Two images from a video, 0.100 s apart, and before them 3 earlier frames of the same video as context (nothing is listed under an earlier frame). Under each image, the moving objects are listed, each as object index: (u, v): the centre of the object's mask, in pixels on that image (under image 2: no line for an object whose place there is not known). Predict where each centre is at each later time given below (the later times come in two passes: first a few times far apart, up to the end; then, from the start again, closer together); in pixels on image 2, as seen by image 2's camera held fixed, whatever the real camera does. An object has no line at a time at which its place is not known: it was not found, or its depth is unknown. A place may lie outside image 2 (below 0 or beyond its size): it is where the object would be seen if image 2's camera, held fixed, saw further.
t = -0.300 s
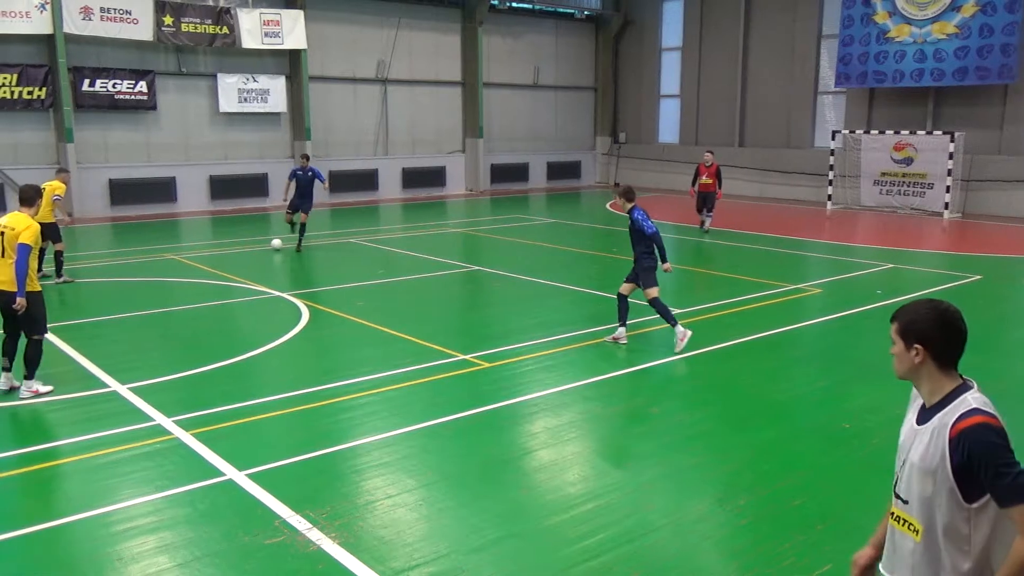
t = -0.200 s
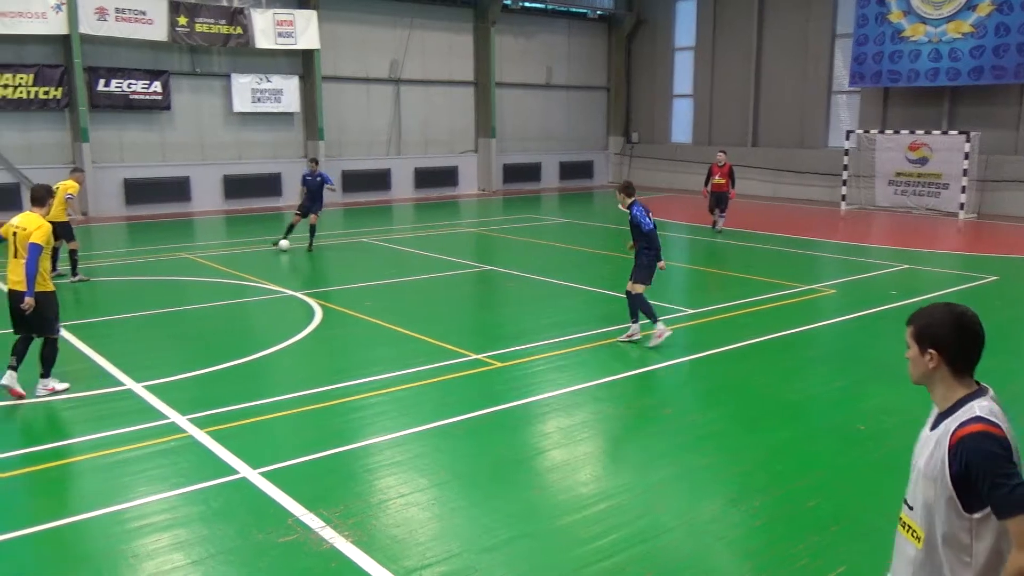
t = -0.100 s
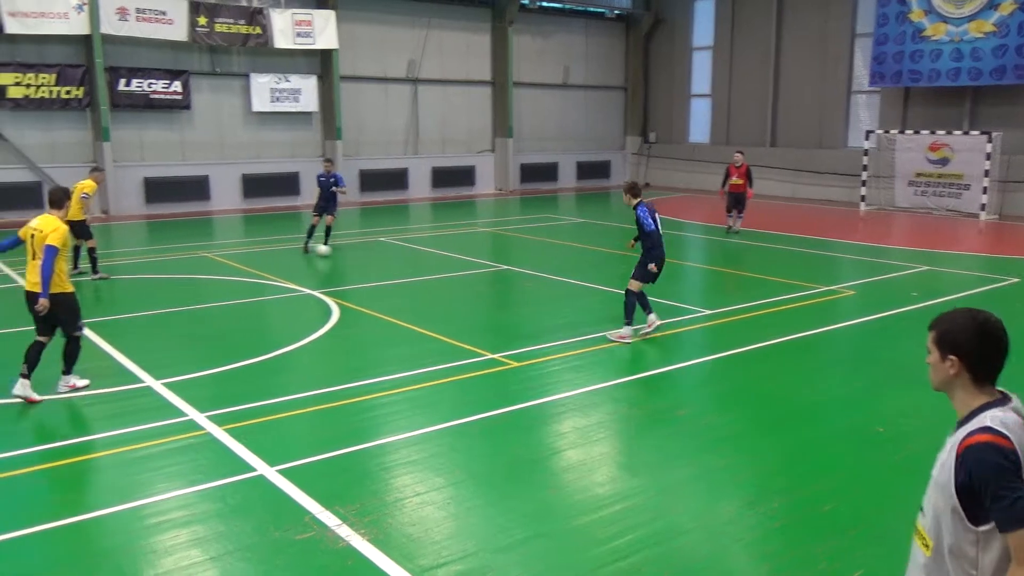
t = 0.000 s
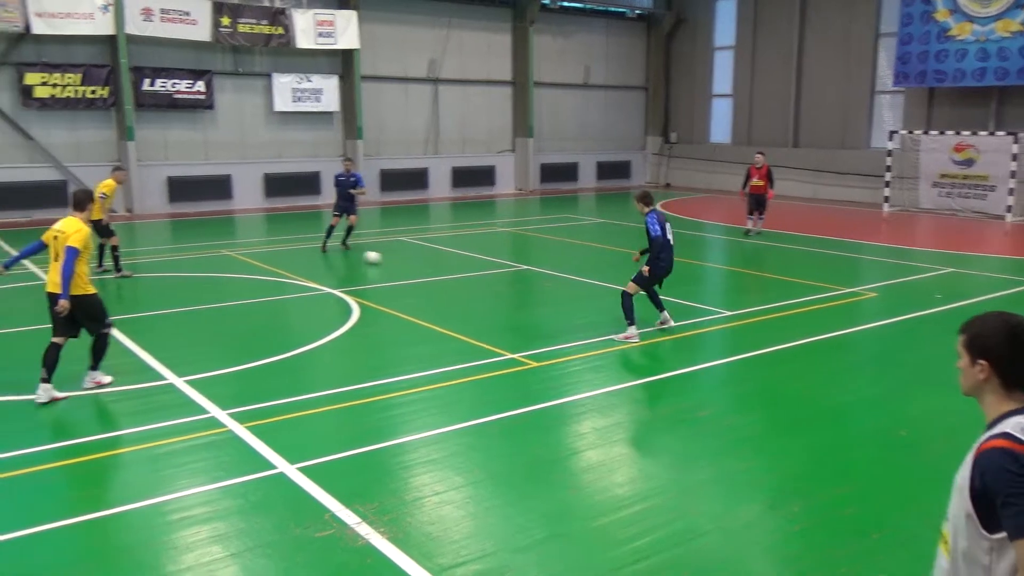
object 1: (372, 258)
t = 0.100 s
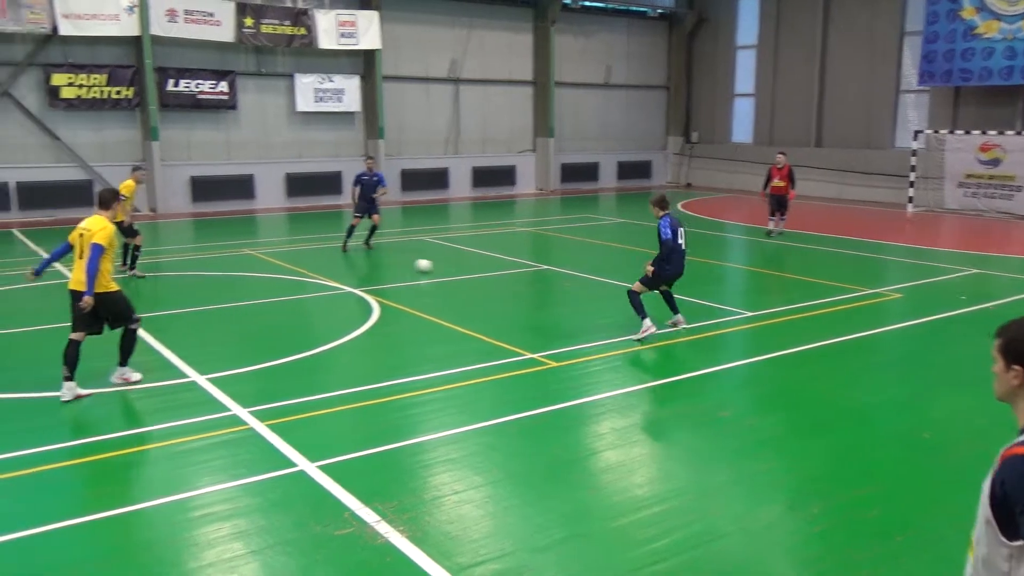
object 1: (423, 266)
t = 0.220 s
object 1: (462, 277)
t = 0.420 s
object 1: (532, 296)
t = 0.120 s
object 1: (430, 268)
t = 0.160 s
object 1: (443, 271)
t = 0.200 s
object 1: (455, 275)
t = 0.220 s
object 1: (462, 277)
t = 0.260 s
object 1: (476, 281)
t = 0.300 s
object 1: (489, 284)
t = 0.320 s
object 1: (496, 286)
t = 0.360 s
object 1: (510, 290)
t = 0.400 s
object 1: (525, 294)
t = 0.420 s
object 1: (532, 296)
